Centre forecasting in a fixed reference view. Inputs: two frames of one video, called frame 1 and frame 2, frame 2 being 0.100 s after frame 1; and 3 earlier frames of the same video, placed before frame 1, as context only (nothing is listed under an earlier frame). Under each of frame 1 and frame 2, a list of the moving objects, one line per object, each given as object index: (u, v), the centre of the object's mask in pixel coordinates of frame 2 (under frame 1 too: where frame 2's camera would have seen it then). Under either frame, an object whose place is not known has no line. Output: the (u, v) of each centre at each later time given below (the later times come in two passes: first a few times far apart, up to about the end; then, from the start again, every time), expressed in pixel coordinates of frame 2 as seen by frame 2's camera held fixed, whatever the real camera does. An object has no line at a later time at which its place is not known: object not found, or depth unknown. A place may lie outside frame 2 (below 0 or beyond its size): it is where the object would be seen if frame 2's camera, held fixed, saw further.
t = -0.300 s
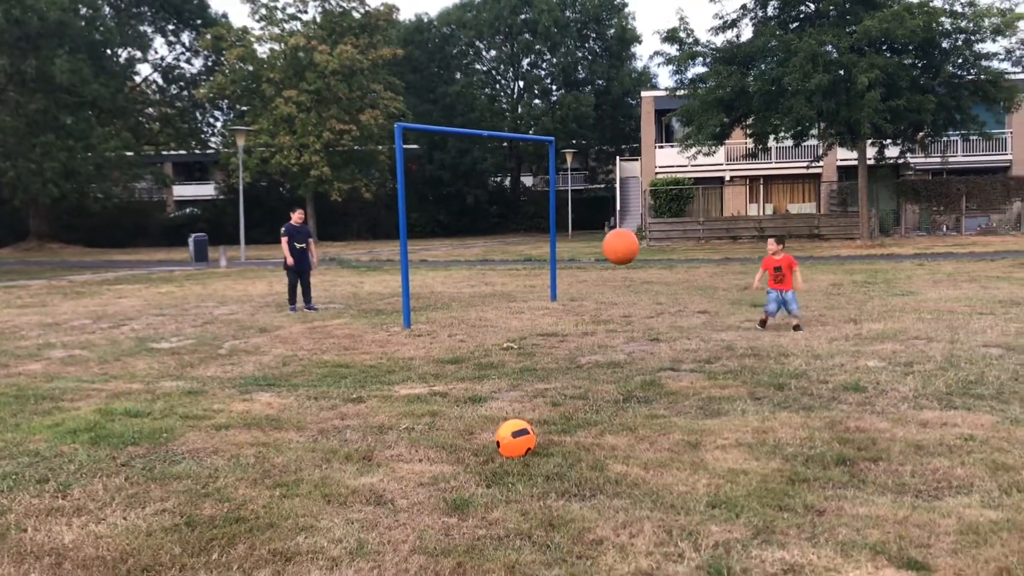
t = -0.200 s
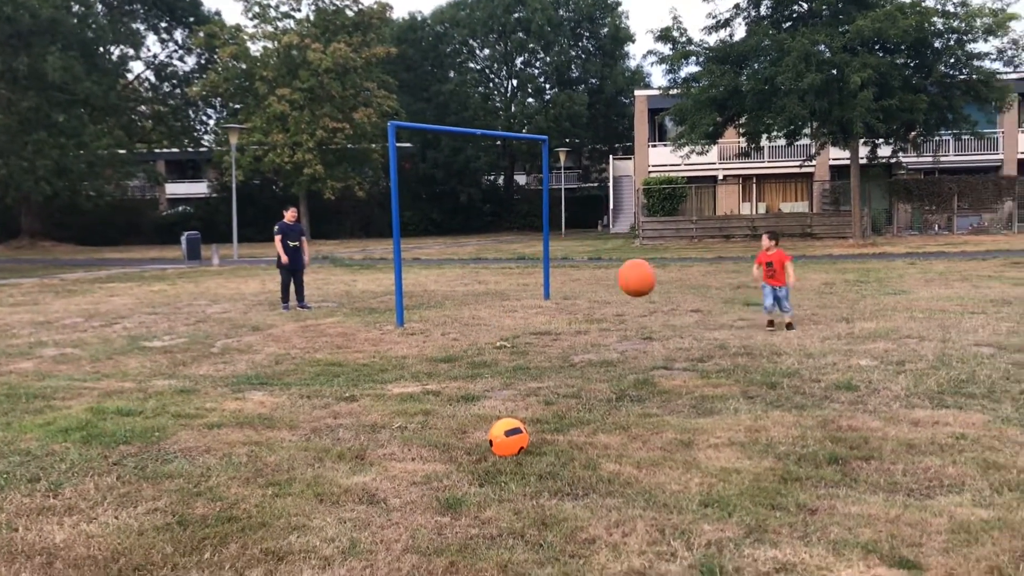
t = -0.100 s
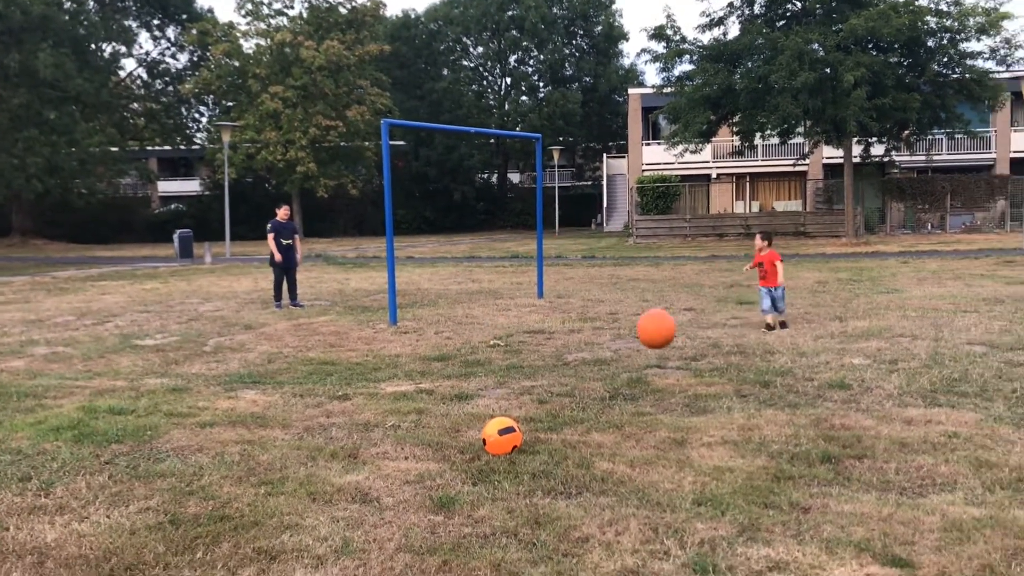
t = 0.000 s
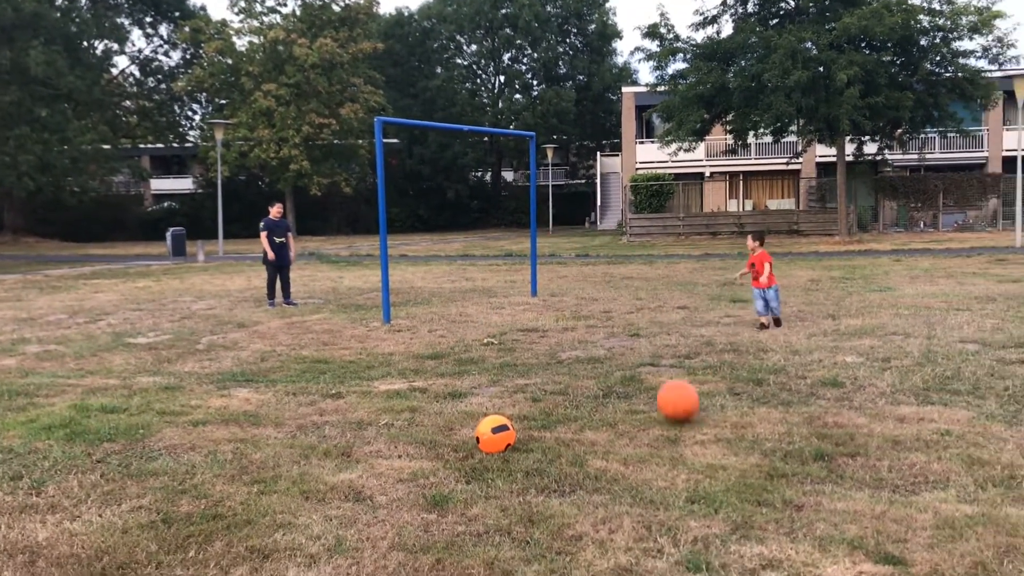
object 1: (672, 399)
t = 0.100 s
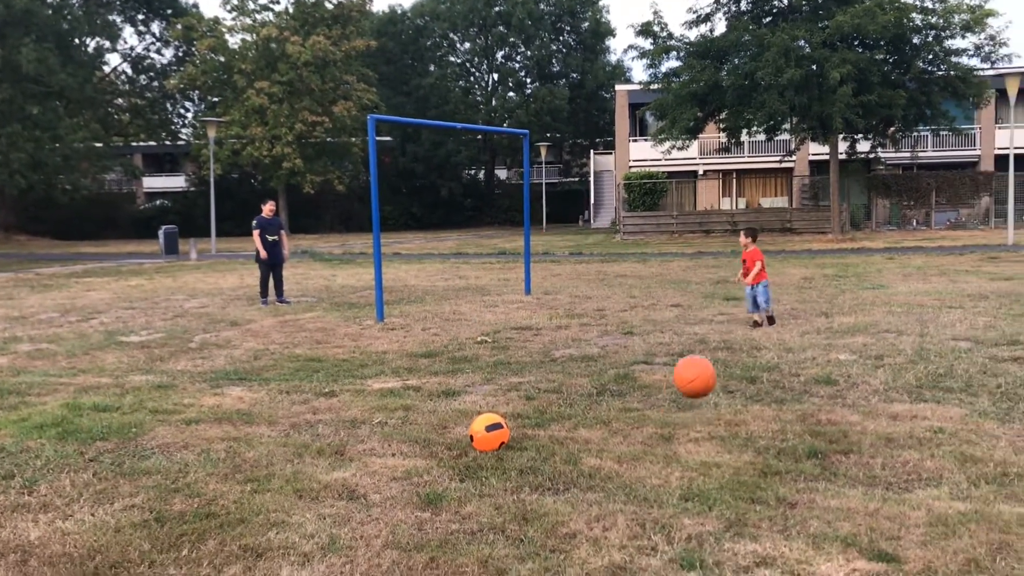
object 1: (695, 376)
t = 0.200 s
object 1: (717, 348)
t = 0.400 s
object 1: (772, 339)
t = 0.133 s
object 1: (702, 365)
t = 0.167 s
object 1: (710, 356)
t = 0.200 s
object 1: (717, 348)
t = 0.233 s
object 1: (726, 342)
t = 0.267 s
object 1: (735, 337)
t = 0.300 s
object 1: (743, 334)
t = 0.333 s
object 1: (753, 334)
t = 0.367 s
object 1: (762, 336)
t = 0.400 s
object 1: (772, 339)
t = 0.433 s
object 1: (782, 346)
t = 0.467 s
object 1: (792, 355)
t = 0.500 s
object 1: (802, 367)
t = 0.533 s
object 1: (813, 381)
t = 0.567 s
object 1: (824, 398)
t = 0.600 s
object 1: (835, 418)
